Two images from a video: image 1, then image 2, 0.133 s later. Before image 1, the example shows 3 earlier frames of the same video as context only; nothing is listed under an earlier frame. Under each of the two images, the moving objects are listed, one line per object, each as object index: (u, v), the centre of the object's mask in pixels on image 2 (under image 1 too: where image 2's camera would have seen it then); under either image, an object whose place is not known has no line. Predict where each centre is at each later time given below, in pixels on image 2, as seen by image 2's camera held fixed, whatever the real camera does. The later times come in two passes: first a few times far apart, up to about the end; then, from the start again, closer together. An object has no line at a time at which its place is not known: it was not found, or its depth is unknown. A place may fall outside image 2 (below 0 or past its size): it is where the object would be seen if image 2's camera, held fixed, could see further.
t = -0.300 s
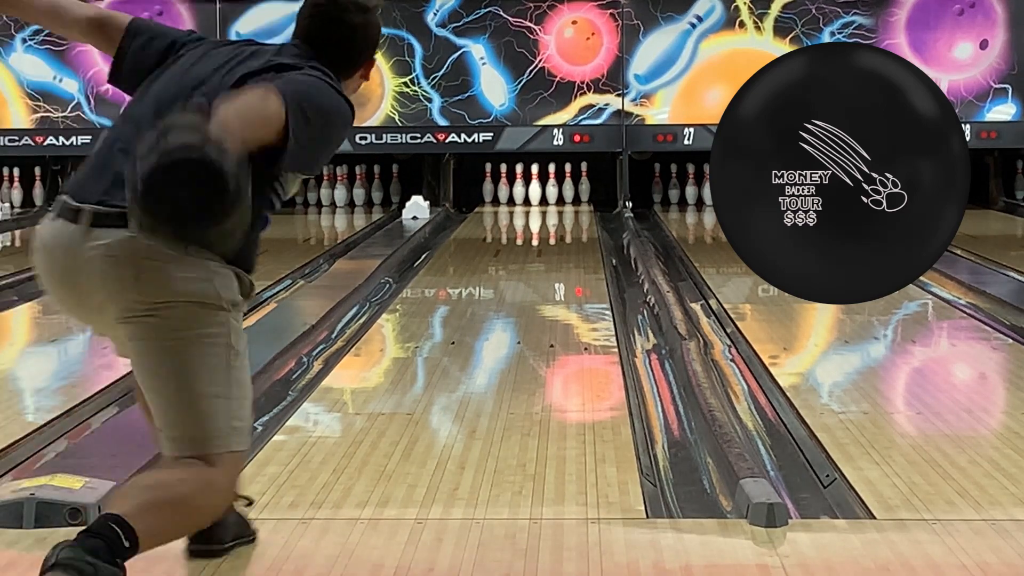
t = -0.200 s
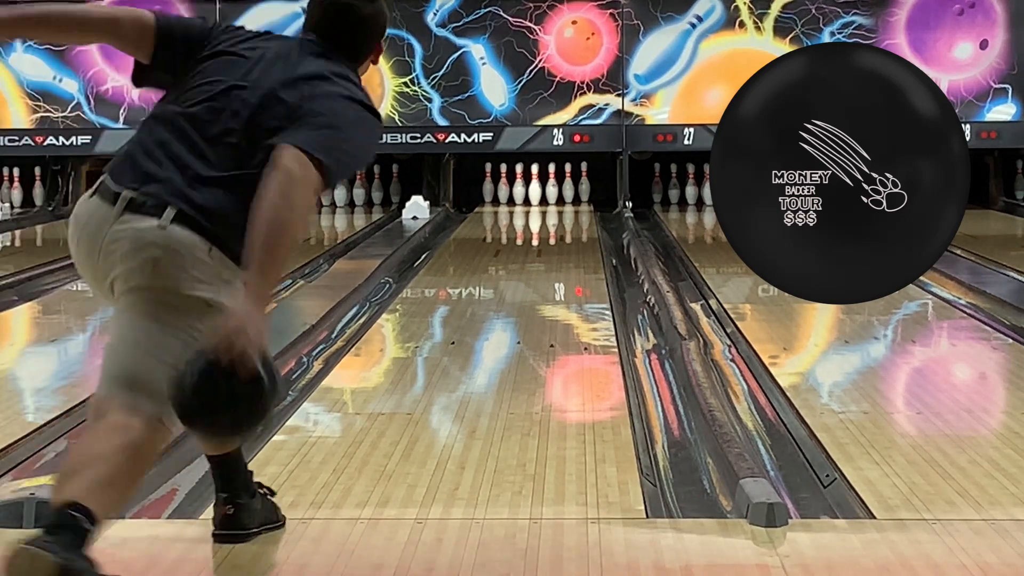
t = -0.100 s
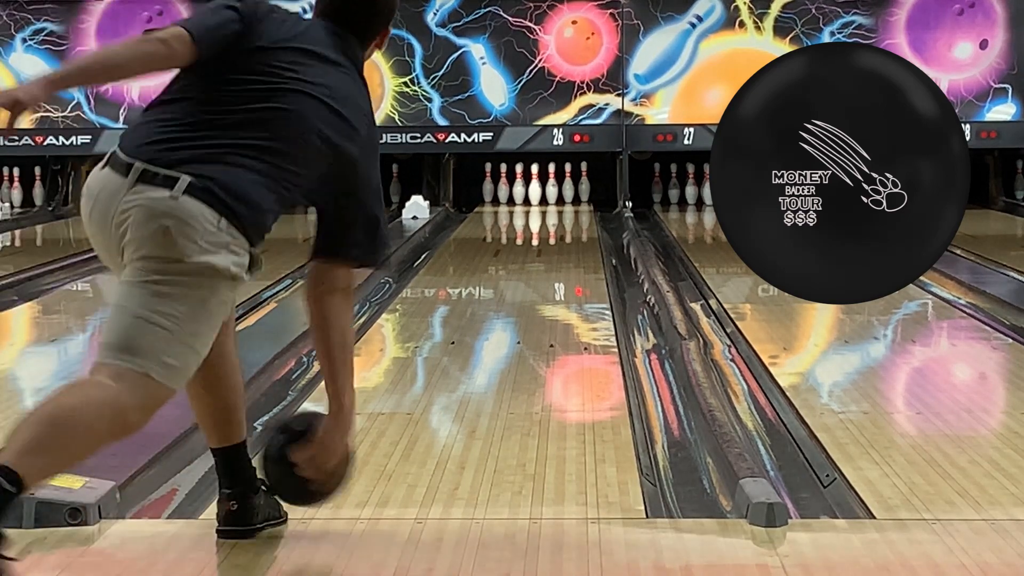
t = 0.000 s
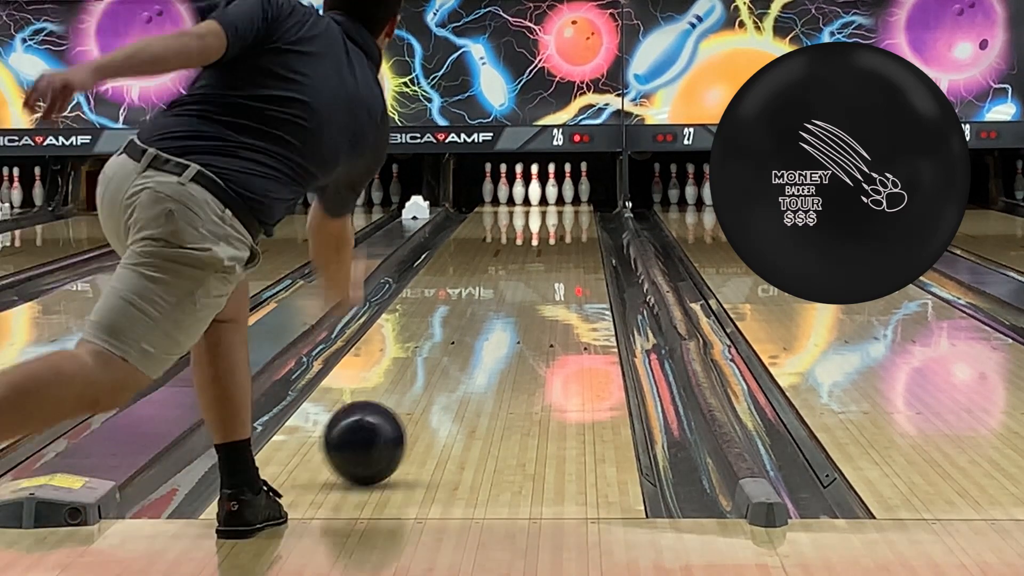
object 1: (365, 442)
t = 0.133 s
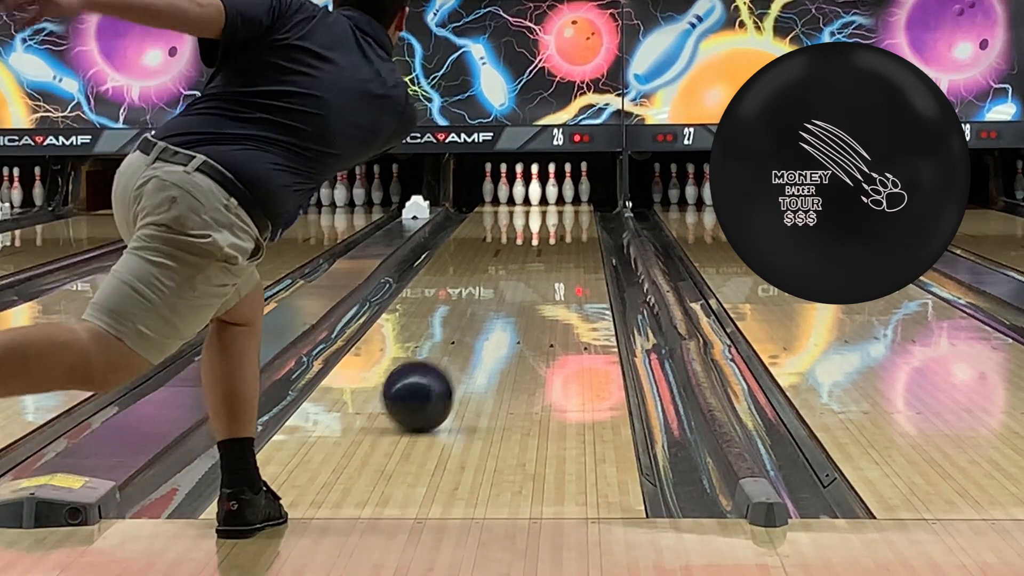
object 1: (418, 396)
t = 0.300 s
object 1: (466, 352)
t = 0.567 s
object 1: (517, 303)
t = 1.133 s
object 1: (572, 244)
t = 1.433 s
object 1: (580, 225)
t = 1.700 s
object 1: (577, 213)
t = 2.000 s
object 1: (562, 202)
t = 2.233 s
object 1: (543, 195)
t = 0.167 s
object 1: (429, 386)
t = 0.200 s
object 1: (439, 377)
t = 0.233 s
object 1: (448, 368)
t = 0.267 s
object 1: (457, 360)
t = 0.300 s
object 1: (466, 352)
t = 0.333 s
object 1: (474, 345)
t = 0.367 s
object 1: (481, 338)
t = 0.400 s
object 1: (488, 331)
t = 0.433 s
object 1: (495, 325)
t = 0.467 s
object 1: (501, 319)
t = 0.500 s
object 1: (506, 313)
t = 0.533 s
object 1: (512, 308)
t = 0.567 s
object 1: (517, 303)
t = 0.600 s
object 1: (522, 299)
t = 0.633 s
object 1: (526, 294)
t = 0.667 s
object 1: (531, 290)
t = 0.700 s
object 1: (535, 286)
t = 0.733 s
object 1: (539, 282)
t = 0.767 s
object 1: (543, 278)
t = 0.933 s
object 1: (559, 260)
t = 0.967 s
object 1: (561, 258)
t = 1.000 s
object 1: (563, 254)
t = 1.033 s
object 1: (565, 252)
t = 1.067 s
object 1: (568, 249)
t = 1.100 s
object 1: (570, 246)
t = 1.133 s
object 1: (572, 244)
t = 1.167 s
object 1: (573, 242)
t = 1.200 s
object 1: (575, 239)
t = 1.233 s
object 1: (576, 237)
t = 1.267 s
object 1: (577, 235)
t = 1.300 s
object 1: (578, 233)
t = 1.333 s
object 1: (579, 230)
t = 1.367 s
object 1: (580, 228)
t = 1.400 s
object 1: (580, 227)
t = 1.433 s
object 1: (580, 225)
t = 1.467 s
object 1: (580, 223)
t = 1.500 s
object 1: (580, 221)
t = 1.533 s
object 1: (580, 220)
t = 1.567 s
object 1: (580, 218)
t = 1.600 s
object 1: (579, 217)
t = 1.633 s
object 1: (579, 215)
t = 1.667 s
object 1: (578, 214)
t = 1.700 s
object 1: (577, 213)
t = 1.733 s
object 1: (576, 211)
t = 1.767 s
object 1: (575, 210)
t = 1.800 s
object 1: (574, 209)
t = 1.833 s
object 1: (572, 208)
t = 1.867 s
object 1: (571, 206)
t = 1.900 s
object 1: (569, 205)
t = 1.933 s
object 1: (567, 204)
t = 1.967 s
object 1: (564, 203)
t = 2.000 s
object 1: (562, 202)
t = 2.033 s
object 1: (560, 201)
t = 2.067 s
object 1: (557, 200)
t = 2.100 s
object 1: (554, 199)
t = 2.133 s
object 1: (552, 198)
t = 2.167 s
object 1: (549, 197)
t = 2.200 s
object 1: (547, 196)
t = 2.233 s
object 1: (543, 195)
